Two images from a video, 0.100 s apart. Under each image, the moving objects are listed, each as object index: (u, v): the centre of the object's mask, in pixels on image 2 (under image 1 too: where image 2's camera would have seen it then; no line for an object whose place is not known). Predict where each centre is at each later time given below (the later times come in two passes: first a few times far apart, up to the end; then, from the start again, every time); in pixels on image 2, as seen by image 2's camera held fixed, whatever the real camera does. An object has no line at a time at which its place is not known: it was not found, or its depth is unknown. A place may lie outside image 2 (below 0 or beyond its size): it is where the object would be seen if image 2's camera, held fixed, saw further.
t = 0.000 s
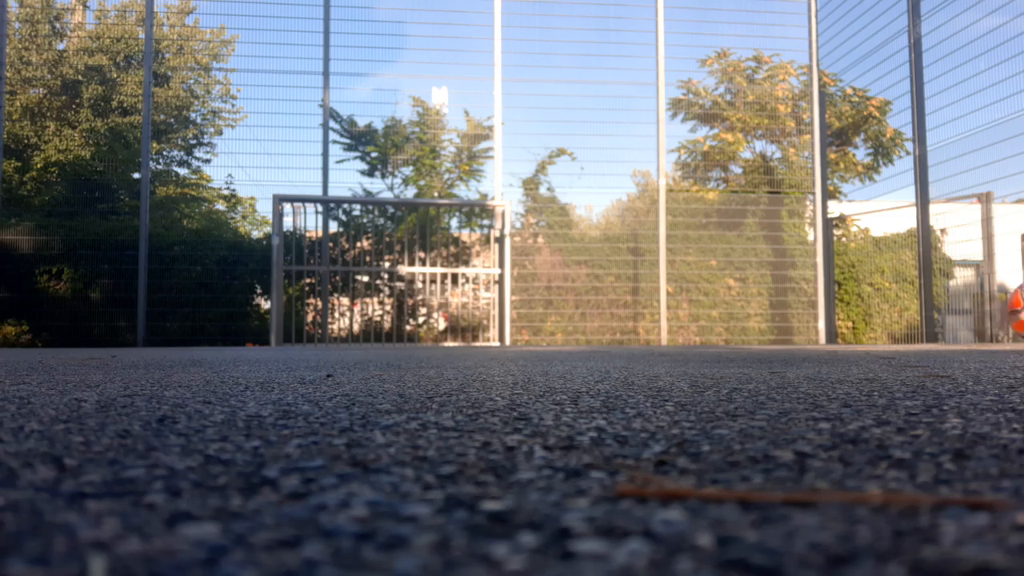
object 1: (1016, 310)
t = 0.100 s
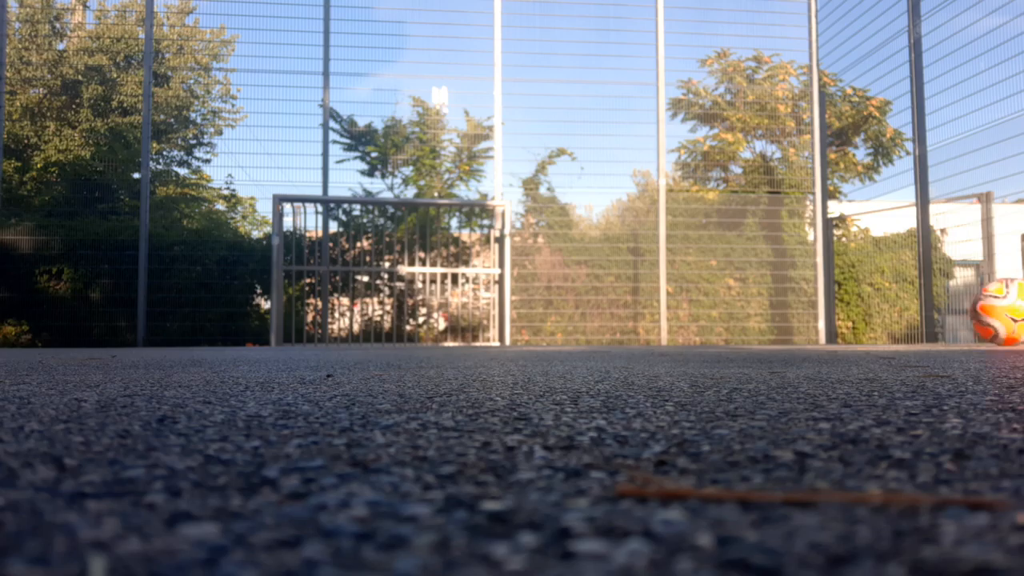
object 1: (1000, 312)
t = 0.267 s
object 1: (947, 313)
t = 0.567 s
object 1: (842, 315)
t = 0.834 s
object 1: (757, 316)
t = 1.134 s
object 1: (668, 317)
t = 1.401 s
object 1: (594, 318)
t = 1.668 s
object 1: (523, 318)
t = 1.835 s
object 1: (479, 319)
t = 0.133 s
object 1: (993, 313)
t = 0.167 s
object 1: (985, 313)
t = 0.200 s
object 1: (972, 313)
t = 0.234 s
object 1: (959, 313)
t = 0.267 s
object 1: (947, 313)
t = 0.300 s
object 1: (935, 313)
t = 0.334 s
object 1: (923, 313)
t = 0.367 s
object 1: (911, 314)
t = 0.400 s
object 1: (899, 314)
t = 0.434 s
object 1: (887, 314)
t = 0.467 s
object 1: (875, 314)
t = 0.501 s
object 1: (864, 314)
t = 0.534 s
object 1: (853, 314)
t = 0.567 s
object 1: (842, 315)
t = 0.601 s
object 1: (830, 314)
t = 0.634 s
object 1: (820, 315)
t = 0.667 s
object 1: (809, 315)
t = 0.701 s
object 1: (799, 316)
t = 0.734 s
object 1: (788, 315)
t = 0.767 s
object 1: (778, 316)
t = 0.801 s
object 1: (768, 315)
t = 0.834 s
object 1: (757, 316)
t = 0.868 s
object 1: (747, 316)
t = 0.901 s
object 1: (737, 316)
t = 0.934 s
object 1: (727, 316)
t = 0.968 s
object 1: (717, 316)
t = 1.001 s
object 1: (707, 316)
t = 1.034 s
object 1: (697, 316)
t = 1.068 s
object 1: (688, 316)
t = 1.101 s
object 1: (678, 316)
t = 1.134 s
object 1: (668, 317)
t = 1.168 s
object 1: (658, 317)
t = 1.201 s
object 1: (649, 317)
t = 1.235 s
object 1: (639, 317)
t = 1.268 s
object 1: (630, 318)
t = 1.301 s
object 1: (620, 317)
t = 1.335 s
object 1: (611, 317)
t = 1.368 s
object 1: (603, 318)
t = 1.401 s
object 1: (594, 318)
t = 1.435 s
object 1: (585, 317)
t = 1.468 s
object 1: (576, 318)
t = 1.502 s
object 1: (567, 317)
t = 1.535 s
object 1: (558, 318)
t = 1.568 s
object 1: (550, 318)
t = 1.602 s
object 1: (541, 317)
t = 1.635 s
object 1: (532, 318)
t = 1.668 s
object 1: (523, 318)
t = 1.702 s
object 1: (514, 318)
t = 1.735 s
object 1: (505, 318)
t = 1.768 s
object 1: (497, 318)
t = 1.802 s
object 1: (488, 319)
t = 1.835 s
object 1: (479, 319)
